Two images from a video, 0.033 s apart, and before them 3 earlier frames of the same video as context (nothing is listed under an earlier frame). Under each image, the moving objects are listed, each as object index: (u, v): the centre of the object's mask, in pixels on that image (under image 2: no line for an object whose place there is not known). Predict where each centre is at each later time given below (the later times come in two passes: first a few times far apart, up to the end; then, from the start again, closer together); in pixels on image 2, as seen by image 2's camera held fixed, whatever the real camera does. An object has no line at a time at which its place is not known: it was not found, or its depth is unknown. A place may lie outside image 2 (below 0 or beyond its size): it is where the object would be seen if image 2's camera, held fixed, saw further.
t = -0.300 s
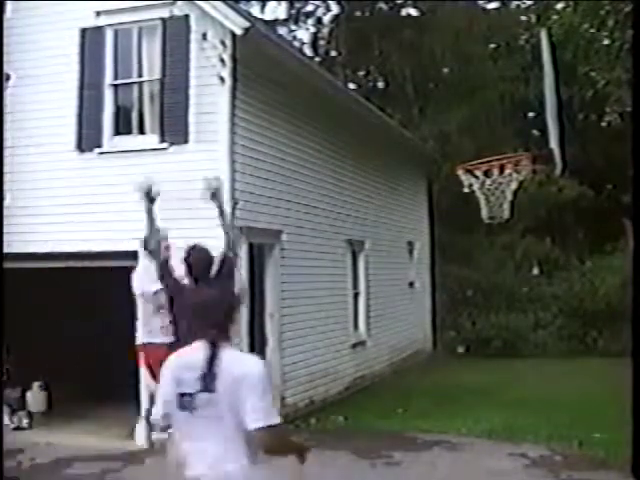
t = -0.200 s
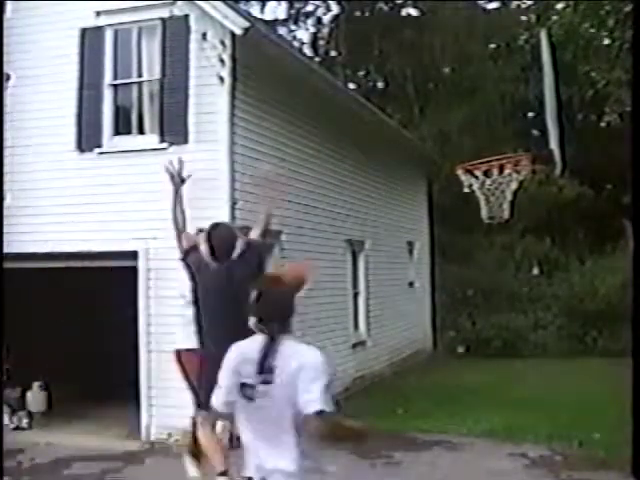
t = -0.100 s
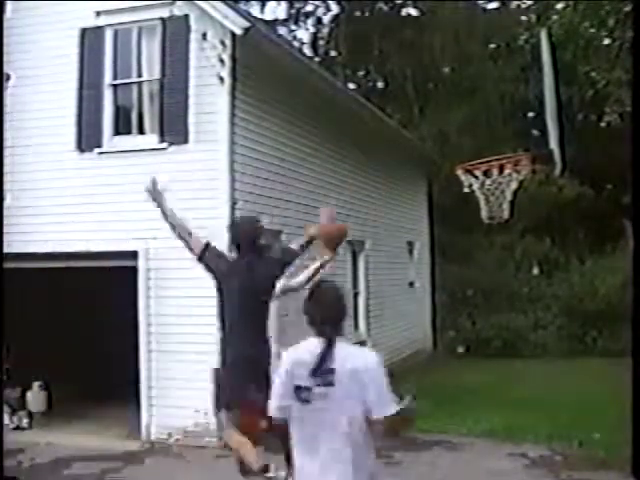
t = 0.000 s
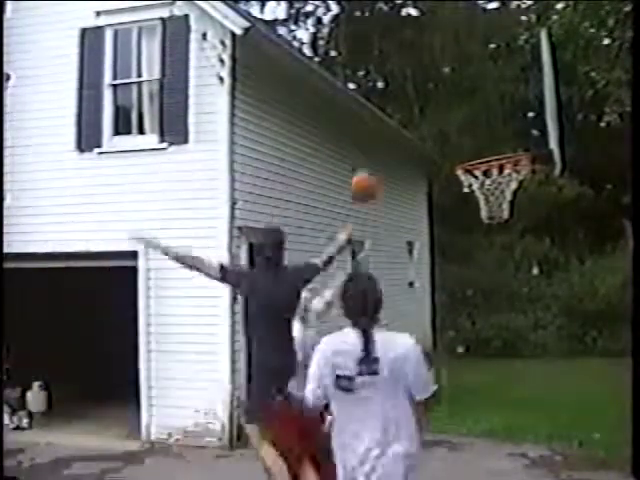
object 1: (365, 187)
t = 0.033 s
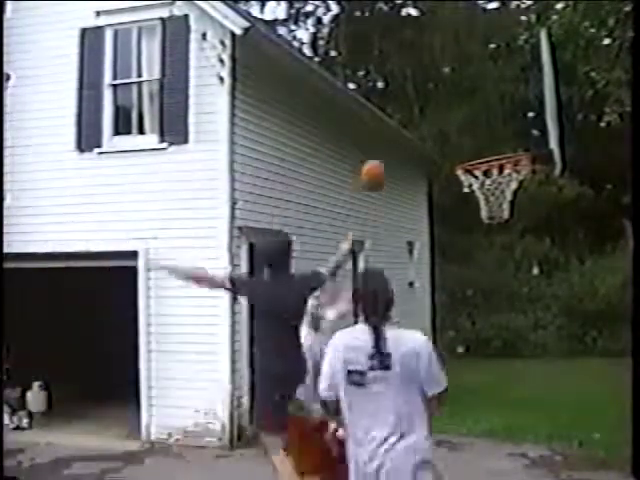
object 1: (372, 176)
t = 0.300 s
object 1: (469, 127)
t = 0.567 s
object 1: (523, 118)
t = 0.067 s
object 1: (385, 162)
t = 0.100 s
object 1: (397, 150)
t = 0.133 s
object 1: (408, 144)
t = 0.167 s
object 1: (419, 138)
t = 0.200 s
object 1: (432, 133)
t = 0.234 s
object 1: (442, 129)
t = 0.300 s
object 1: (469, 127)
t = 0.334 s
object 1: (481, 127)
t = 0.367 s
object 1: (494, 130)
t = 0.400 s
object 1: (508, 135)
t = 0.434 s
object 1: (520, 138)
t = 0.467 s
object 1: (526, 131)
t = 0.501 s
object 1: (531, 125)
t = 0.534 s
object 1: (529, 122)
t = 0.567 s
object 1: (523, 118)
